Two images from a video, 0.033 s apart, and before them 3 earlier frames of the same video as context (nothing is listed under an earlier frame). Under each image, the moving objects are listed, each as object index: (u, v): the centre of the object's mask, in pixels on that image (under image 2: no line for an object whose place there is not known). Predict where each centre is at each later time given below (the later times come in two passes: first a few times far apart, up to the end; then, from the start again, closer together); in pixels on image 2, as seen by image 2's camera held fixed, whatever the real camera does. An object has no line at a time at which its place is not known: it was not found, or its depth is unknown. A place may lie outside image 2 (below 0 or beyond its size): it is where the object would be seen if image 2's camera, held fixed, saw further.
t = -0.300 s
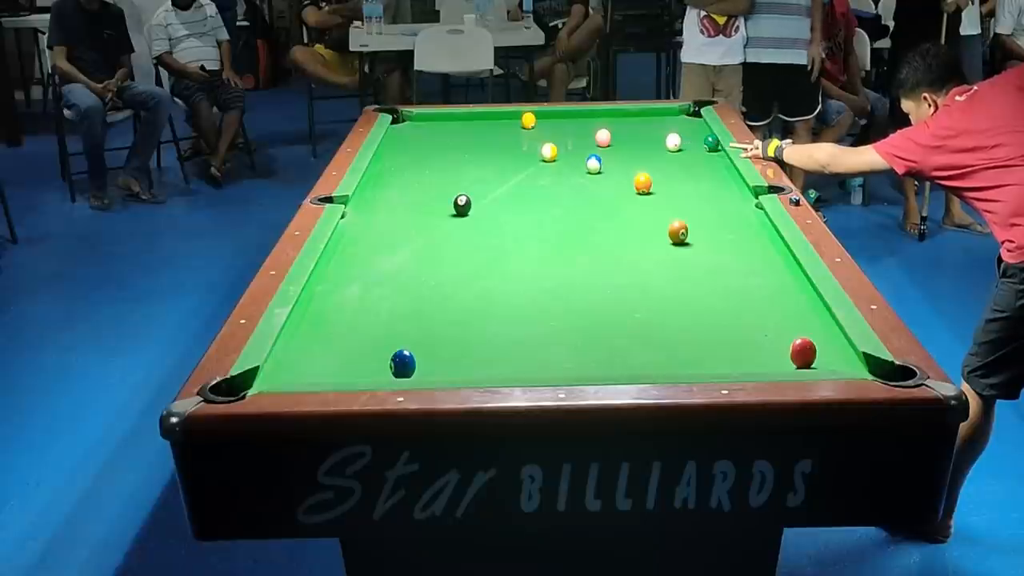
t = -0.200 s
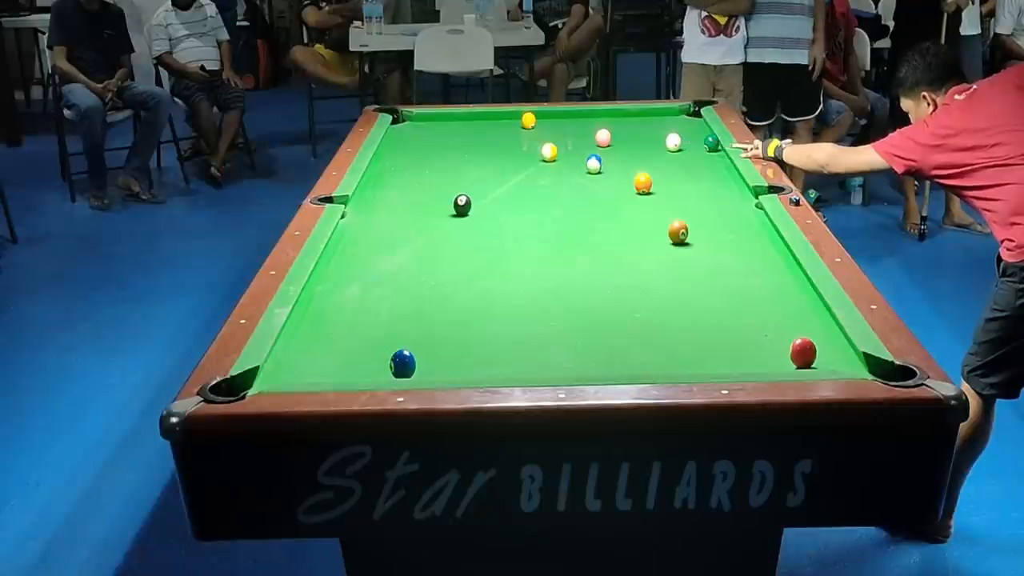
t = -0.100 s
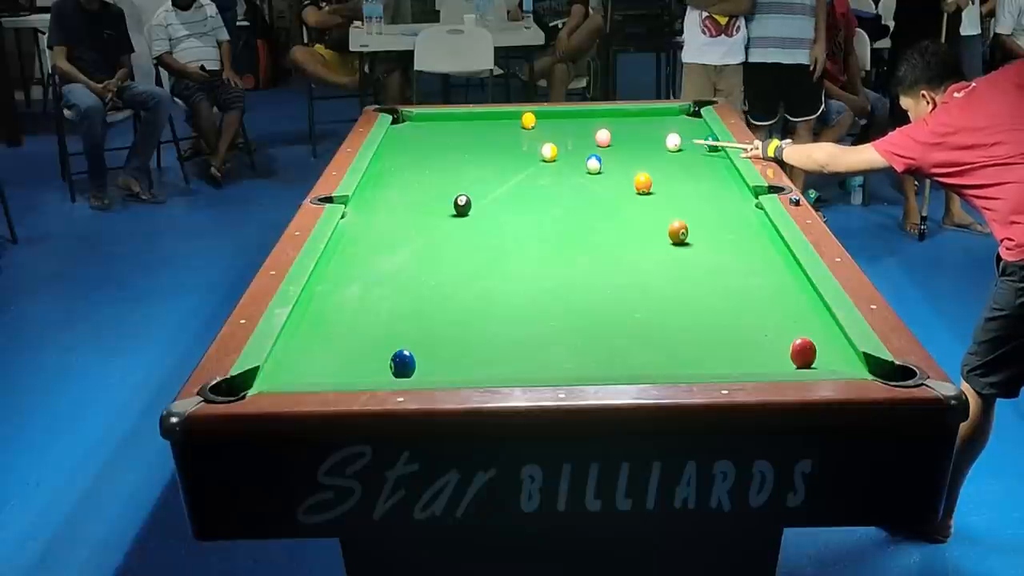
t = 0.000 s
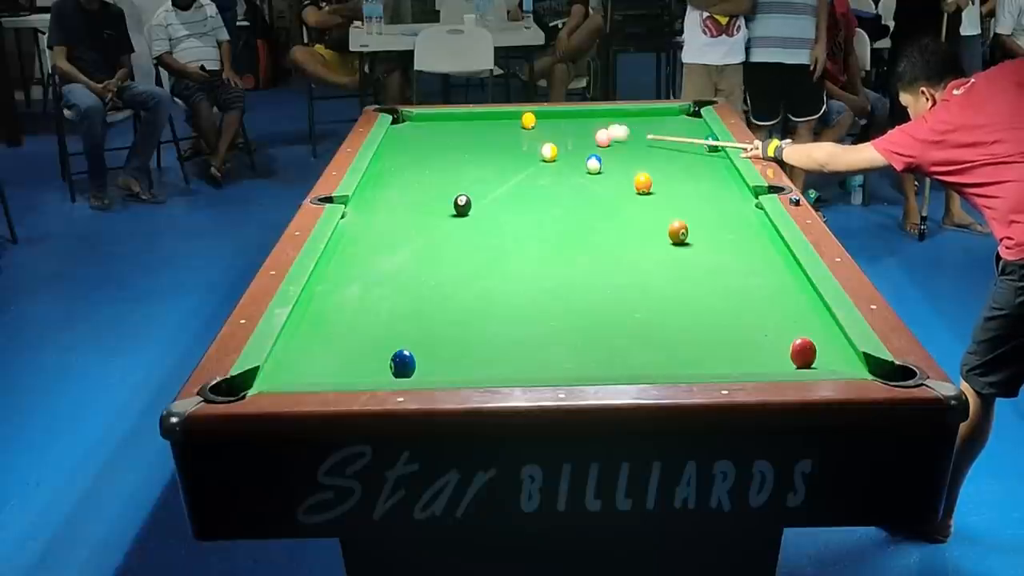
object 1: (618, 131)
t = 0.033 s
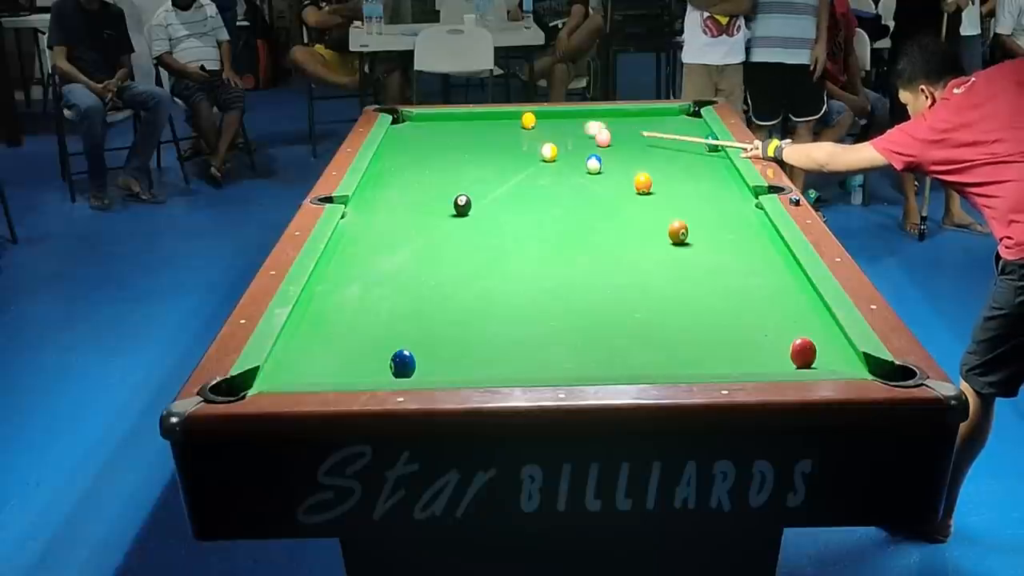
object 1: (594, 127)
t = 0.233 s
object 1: (543, 114)
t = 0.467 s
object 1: (517, 125)
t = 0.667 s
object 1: (488, 134)
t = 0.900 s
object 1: (454, 146)
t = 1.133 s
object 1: (417, 157)
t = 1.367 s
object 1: (380, 170)
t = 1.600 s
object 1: (382, 179)
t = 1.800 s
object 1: (393, 187)
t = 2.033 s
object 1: (407, 196)
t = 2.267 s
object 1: (421, 206)
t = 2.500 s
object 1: (435, 215)
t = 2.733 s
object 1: (449, 225)
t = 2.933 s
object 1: (461, 233)
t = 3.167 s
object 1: (476, 243)
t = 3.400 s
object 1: (490, 252)
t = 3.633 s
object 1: (505, 261)
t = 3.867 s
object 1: (519, 269)
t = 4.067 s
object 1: (530, 277)
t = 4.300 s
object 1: (543, 286)
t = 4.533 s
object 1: (555, 294)
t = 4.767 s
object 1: (568, 303)
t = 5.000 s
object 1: (579, 310)
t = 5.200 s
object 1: (588, 317)
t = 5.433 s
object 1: (598, 324)
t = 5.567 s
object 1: (603, 327)
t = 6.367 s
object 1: (627, 345)
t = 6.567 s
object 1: (631, 348)
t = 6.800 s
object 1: (635, 351)
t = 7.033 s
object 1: (637, 353)
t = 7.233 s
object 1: (638, 353)
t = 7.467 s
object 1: (639, 354)
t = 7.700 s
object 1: (639, 354)
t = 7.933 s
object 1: (639, 354)
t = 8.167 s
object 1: (639, 354)
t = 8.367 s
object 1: (639, 354)
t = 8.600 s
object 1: (639, 354)
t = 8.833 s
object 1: (639, 354)
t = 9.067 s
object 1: (639, 354)
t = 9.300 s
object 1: (639, 354)
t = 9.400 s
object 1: (639, 354)
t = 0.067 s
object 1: (573, 125)
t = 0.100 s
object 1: (552, 122)
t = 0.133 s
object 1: (543, 119)
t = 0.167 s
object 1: (544, 117)
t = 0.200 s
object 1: (544, 114)
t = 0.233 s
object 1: (543, 114)
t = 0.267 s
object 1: (541, 116)
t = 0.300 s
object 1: (538, 117)
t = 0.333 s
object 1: (535, 119)
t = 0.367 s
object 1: (531, 121)
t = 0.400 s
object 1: (526, 122)
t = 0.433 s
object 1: (521, 124)
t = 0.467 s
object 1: (517, 125)
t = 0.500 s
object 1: (512, 126)
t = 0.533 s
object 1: (507, 128)
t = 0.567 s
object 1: (503, 129)
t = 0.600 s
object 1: (498, 131)
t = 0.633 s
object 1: (493, 133)
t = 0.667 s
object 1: (488, 134)
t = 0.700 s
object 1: (483, 136)
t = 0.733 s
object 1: (478, 137)
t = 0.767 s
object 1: (474, 139)
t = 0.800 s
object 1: (469, 141)
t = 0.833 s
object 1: (464, 142)
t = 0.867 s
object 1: (459, 144)
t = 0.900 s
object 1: (454, 146)
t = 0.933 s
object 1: (448, 147)
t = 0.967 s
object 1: (443, 149)
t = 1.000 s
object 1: (438, 150)
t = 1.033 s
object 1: (433, 152)
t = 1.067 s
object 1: (428, 154)
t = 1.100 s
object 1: (423, 155)
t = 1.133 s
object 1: (417, 157)
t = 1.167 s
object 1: (412, 159)
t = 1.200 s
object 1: (407, 161)
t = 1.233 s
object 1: (401, 162)
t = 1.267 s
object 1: (396, 164)
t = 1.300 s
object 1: (390, 166)
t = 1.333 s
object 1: (385, 168)
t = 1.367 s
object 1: (380, 170)
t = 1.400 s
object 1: (374, 171)
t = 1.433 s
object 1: (372, 173)
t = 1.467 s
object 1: (374, 174)
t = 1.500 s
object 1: (376, 175)
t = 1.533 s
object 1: (378, 177)
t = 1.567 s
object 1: (380, 178)
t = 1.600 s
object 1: (382, 179)
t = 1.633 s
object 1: (384, 180)
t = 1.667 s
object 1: (386, 182)
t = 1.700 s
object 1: (387, 183)
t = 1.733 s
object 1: (389, 185)
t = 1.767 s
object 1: (391, 186)
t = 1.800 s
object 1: (393, 187)
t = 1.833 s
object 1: (395, 188)
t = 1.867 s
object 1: (397, 190)
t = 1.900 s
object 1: (399, 191)
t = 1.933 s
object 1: (401, 193)
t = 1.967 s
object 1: (403, 194)
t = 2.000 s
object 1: (405, 195)
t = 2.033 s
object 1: (407, 196)
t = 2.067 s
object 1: (409, 198)
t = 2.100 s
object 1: (411, 199)
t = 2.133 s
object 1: (413, 201)
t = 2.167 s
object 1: (415, 202)
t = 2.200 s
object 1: (417, 203)
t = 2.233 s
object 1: (419, 204)
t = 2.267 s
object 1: (421, 206)
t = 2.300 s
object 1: (423, 207)
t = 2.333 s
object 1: (425, 208)
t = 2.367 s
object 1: (427, 210)
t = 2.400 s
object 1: (429, 211)
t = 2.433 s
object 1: (431, 212)
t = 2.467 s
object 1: (433, 214)
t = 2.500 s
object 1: (435, 215)
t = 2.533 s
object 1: (437, 217)
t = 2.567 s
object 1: (439, 218)
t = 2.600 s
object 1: (441, 219)
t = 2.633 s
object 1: (443, 221)
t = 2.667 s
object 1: (445, 222)
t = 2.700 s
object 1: (447, 224)
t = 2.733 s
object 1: (449, 225)
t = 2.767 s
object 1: (451, 226)
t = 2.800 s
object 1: (453, 228)
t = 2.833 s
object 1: (455, 229)
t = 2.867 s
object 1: (457, 231)
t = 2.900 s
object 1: (459, 232)
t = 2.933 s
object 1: (461, 233)
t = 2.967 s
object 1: (464, 235)
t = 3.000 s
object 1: (466, 236)
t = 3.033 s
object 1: (468, 237)
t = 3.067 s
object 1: (470, 239)
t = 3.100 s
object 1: (472, 240)
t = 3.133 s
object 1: (474, 241)
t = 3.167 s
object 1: (476, 243)
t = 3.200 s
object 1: (478, 244)
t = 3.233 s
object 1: (480, 245)
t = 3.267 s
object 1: (482, 247)
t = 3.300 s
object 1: (484, 248)
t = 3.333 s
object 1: (486, 249)
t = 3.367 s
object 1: (488, 251)
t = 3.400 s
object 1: (490, 252)
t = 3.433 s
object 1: (492, 253)
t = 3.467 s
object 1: (495, 254)
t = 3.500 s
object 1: (497, 256)
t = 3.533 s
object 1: (498, 257)
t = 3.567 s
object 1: (500, 258)
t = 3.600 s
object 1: (502, 259)
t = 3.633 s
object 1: (505, 261)
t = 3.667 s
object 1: (507, 262)
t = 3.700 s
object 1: (509, 263)
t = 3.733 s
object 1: (511, 265)
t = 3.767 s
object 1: (512, 266)
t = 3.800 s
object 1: (515, 267)
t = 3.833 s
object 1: (517, 268)
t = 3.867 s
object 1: (519, 269)
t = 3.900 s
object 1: (520, 271)
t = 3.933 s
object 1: (522, 272)
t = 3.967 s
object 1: (524, 273)
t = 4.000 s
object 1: (526, 275)
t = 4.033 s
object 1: (528, 276)
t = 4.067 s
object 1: (530, 277)
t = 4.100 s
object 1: (532, 279)
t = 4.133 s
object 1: (534, 279)
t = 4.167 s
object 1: (536, 281)
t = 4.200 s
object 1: (537, 282)
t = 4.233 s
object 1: (539, 283)
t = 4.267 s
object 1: (541, 285)
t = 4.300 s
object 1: (543, 286)
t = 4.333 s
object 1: (545, 287)
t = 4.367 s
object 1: (547, 288)
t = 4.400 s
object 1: (548, 290)
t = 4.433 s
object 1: (550, 291)
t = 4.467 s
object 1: (552, 292)
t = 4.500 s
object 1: (554, 293)
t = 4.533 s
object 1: (555, 294)
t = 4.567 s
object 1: (557, 296)
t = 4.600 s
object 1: (559, 297)
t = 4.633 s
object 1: (561, 298)
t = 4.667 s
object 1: (562, 299)
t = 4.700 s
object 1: (564, 300)
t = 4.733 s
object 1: (566, 301)
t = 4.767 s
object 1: (568, 303)
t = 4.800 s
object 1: (569, 304)
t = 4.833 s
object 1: (571, 305)
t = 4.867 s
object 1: (573, 306)
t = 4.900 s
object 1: (574, 307)
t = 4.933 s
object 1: (576, 308)
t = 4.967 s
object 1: (577, 309)
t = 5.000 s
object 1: (579, 310)
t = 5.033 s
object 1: (580, 311)
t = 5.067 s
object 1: (582, 312)
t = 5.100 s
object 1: (584, 313)
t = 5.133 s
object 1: (585, 314)
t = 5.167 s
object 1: (587, 315)
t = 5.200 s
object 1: (588, 317)
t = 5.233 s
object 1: (590, 318)
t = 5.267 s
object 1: (591, 319)
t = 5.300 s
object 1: (592, 320)
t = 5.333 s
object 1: (594, 321)
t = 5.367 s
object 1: (595, 321)
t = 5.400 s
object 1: (596, 322)
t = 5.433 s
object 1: (598, 324)
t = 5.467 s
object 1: (599, 325)
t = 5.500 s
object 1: (600, 325)
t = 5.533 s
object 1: (601, 326)
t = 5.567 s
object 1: (603, 327)
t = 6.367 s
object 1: (627, 345)
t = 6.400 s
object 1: (628, 345)
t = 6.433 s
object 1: (629, 346)
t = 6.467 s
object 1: (629, 346)
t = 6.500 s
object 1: (630, 347)
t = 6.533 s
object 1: (631, 347)
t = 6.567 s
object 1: (631, 348)
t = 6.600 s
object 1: (632, 348)
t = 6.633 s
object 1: (632, 349)
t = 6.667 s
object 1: (633, 349)
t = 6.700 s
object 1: (633, 350)
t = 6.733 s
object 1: (634, 350)
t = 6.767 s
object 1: (634, 350)
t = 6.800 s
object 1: (635, 351)
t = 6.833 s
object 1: (635, 351)
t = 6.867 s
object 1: (636, 351)
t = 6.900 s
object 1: (636, 352)
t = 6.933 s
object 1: (636, 352)
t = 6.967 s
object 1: (636, 352)
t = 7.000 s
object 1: (637, 352)
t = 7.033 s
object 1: (637, 353)
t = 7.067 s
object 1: (638, 353)
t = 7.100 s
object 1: (638, 353)
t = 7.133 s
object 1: (638, 353)
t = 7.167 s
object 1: (638, 353)
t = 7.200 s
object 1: (638, 353)
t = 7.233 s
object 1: (638, 353)
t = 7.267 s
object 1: (639, 354)
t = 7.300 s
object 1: (639, 354)
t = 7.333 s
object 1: (639, 354)
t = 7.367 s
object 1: (639, 354)
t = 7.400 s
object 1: (639, 354)
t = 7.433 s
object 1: (639, 354)
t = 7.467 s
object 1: (639, 354)
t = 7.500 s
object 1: (639, 354)
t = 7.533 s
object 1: (639, 354)
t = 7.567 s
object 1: (639, 354)
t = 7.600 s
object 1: (639, 354)
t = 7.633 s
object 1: (639, 354)
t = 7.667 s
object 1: (639, 354)
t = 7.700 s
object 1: (639, 354)
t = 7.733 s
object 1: (639, 354)
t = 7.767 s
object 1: (639, 354)
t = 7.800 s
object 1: (639, 354)
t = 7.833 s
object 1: (639, 354)
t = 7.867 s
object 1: (639, 354)
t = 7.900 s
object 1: (639, 354)
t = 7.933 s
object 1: (639, 354)
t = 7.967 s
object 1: (639, 354)
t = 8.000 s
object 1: (639, 354)
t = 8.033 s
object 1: (639, 354)
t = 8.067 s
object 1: (639, 354)
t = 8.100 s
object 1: (639, 354)
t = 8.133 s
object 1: (639, 354)
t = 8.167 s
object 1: (639, 354)
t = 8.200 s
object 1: (639, 354)
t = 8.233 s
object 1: (639, 354)
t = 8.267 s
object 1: (639, 354)
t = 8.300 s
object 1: (639, 354)
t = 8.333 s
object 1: (639, 354)
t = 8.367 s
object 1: (639, 354)
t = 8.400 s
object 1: (639, 354)
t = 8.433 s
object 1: (639, 354)
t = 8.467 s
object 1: (639, 354)
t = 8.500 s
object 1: (639, 354)
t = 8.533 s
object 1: (639, 354)
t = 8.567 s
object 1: (639, 354)
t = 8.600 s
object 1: (639, 354)
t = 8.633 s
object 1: (639, 354)
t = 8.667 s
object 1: (639, 354)
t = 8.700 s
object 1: (639, 354)
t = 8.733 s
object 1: (639, 354)
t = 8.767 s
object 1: (639, 354)
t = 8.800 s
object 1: (639, 354)
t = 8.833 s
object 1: (639, 354)
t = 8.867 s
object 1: (639, 354)
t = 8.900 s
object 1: (639, 354)
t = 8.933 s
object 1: (639, 354)
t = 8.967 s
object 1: (639, 354)
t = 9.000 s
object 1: (639, 354)
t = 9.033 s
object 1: (639, 354)
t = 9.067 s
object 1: (639, 354)
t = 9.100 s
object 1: (639, 354)
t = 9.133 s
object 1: (639, 354)
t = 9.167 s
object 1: (639, 354)
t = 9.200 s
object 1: (639, 354)
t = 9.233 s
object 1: (639, 354)
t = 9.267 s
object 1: (639, 354)
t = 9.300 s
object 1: (639, 354)
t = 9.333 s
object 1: (639, 354)
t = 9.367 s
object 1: (639, 354)
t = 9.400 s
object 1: (639, 354)
